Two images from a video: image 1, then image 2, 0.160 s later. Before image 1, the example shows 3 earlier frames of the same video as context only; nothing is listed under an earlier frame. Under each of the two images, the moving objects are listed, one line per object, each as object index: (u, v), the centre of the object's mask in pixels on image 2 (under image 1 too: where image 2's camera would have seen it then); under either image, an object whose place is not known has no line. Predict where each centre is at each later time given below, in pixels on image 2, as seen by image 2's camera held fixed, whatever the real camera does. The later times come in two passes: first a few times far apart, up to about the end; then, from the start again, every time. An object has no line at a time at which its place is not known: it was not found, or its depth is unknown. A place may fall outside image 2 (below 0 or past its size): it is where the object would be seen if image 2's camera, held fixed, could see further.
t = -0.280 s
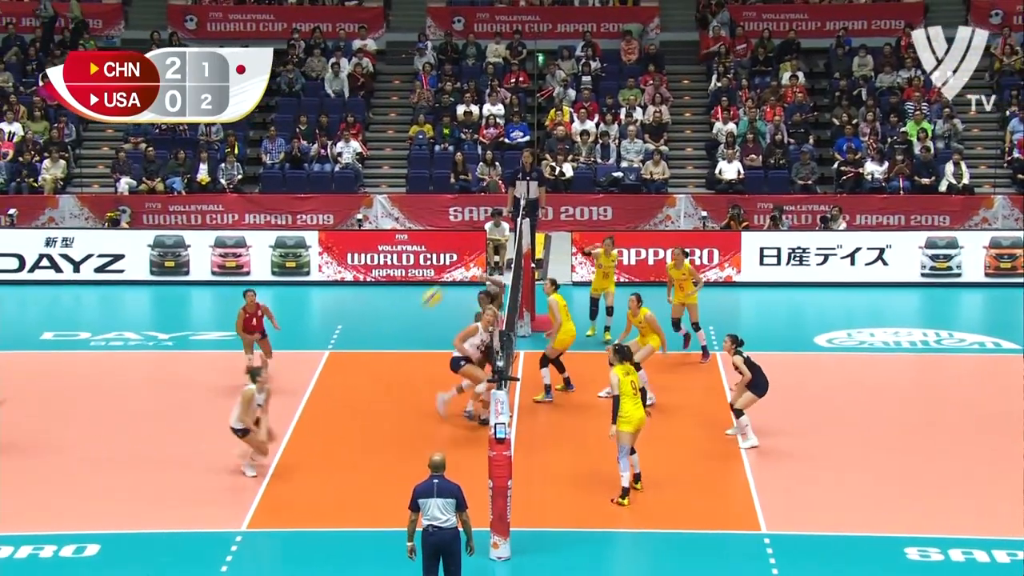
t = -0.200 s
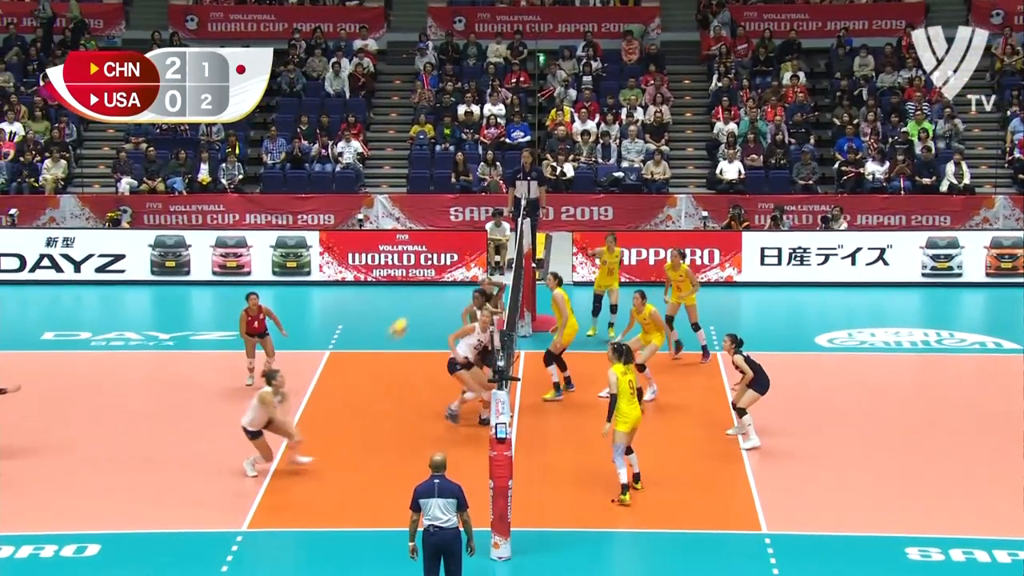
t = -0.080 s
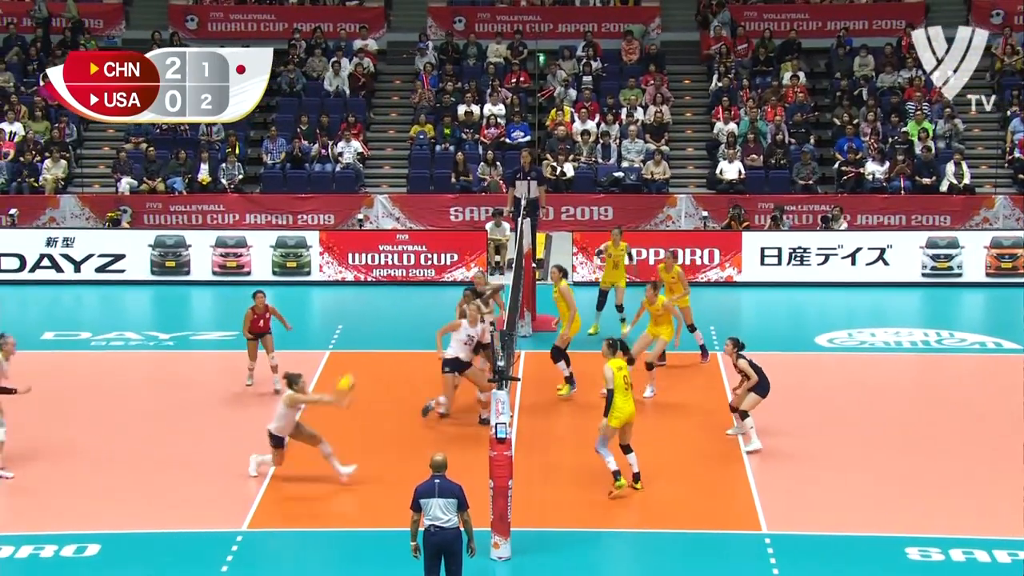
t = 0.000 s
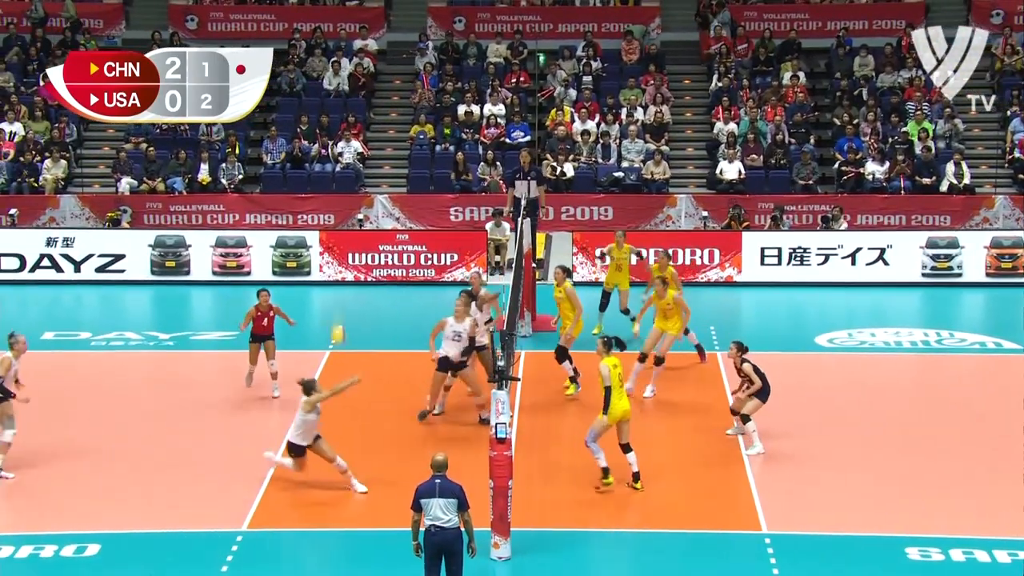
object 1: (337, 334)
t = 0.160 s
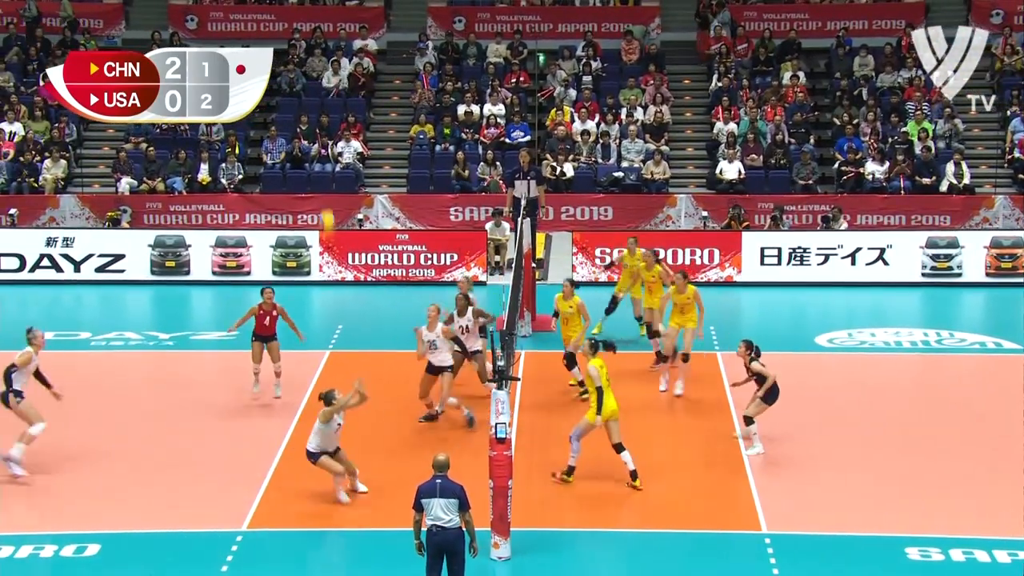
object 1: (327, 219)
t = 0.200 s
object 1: (324, 197)
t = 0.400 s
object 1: (307, 98)
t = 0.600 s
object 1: (289, 29)
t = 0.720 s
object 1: (279, 7)
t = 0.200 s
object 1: (324, 197)
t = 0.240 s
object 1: (321, 176)
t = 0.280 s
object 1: (319, 154)
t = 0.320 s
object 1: (314, 132)
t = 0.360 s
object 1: (311, 113)
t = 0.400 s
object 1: (307, 98)
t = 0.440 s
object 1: (304, 79)
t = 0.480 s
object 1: (300, 65)
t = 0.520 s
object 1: (296, 52)
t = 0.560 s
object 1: (293, 39)
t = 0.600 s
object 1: (289, 29)
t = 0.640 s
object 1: (285, 19)
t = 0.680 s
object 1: (282, 10)
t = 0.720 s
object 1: (279, 7)
